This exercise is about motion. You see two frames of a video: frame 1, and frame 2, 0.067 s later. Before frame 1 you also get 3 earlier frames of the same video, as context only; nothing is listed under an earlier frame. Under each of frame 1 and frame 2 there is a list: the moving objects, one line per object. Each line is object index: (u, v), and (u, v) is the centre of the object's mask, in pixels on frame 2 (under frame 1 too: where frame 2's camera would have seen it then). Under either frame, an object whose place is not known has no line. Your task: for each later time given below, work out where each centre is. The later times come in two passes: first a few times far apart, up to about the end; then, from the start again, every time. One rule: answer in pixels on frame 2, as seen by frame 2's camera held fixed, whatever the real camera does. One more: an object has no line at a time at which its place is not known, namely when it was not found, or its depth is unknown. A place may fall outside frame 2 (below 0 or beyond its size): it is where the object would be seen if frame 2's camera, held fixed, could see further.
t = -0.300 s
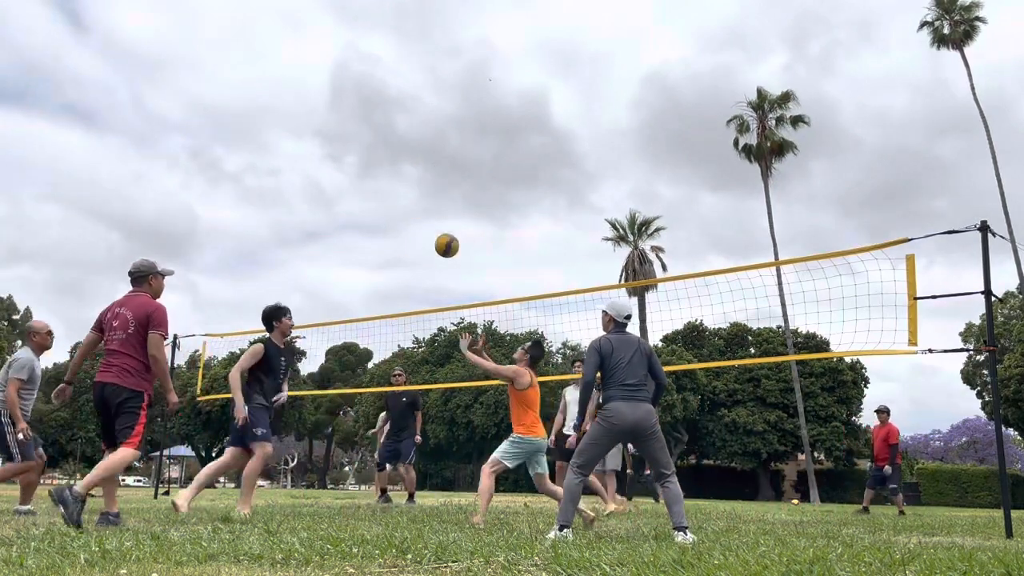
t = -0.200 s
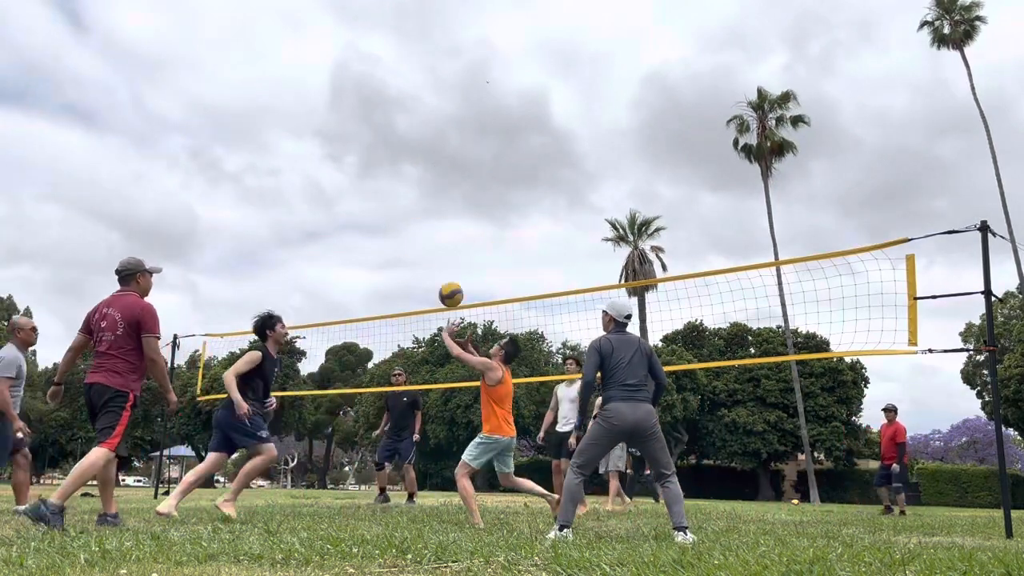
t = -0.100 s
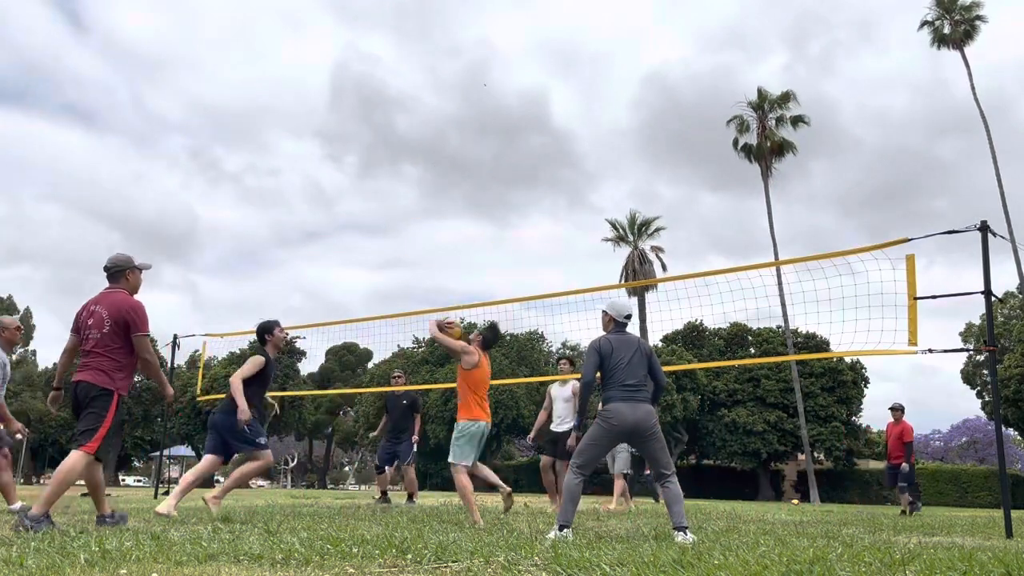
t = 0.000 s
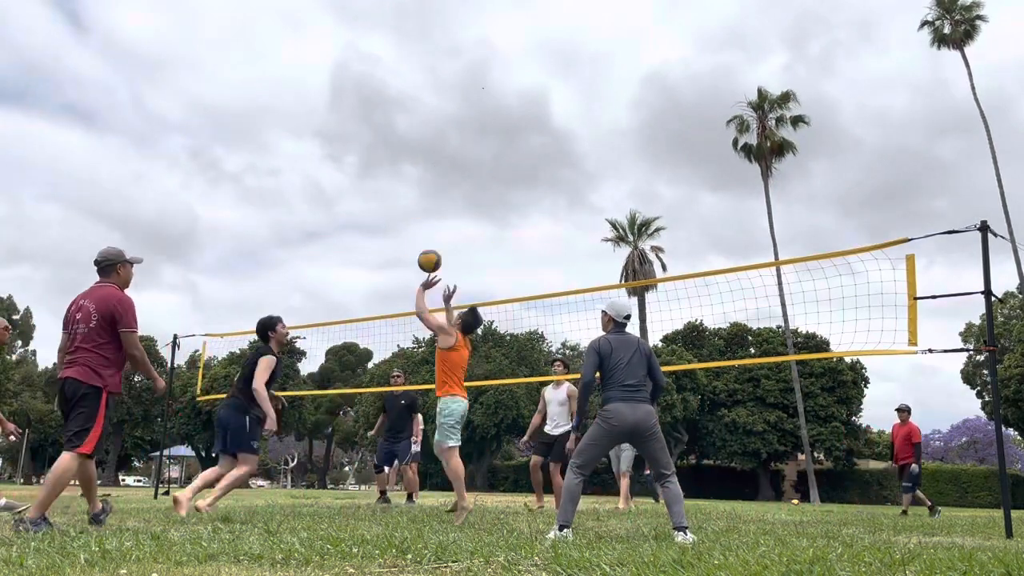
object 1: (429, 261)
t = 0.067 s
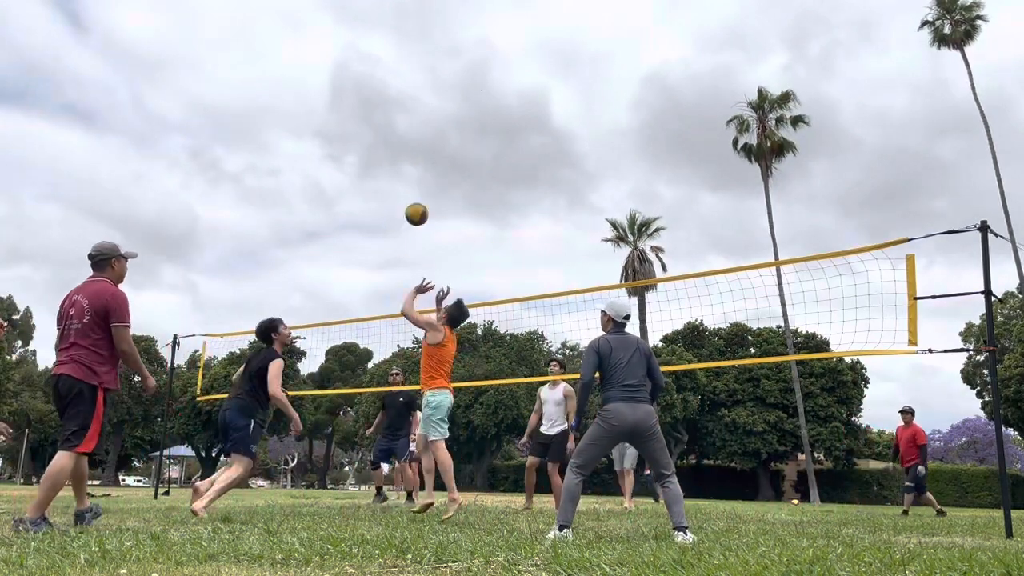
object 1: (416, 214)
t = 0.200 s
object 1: (394, 143)
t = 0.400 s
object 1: (367, 81)
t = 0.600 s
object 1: (343, 59)
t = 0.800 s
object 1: (321, 70)
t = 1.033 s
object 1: (298, 118)
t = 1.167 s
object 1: (286, 161)
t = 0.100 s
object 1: (410, 193)
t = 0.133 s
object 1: (405, 175)
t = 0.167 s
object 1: (399, 158)
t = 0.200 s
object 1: (394, 143)
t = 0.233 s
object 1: (389, 129)
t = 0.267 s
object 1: (384, 117)
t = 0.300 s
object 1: (380, 106)
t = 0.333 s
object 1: (375, 97)
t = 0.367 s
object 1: (371, 88)
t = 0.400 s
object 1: (367, 81)
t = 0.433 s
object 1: (363, 75)
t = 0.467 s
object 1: (359, 69)
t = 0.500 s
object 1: (355, 65)
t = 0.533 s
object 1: (351, 62)
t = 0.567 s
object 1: (347, 60)
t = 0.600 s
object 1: (343, 59)
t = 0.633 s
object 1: (339, 59)
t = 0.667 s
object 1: (336, 59)
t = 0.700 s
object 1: (332, 61)
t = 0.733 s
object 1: (328, 63)
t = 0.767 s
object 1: (325, 66)
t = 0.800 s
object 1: (321, 70)
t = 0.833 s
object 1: (318, 75)
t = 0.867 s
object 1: (314, 80)
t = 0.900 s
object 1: (311, 86)
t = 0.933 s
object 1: (307, 93)
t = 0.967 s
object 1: (304, 101)
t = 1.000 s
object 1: (301, 109)
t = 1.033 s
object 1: (298, 118)
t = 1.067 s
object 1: (295, 128)
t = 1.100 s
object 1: (292, 138)
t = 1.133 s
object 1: (289, 149)
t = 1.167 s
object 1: (286, 161)
